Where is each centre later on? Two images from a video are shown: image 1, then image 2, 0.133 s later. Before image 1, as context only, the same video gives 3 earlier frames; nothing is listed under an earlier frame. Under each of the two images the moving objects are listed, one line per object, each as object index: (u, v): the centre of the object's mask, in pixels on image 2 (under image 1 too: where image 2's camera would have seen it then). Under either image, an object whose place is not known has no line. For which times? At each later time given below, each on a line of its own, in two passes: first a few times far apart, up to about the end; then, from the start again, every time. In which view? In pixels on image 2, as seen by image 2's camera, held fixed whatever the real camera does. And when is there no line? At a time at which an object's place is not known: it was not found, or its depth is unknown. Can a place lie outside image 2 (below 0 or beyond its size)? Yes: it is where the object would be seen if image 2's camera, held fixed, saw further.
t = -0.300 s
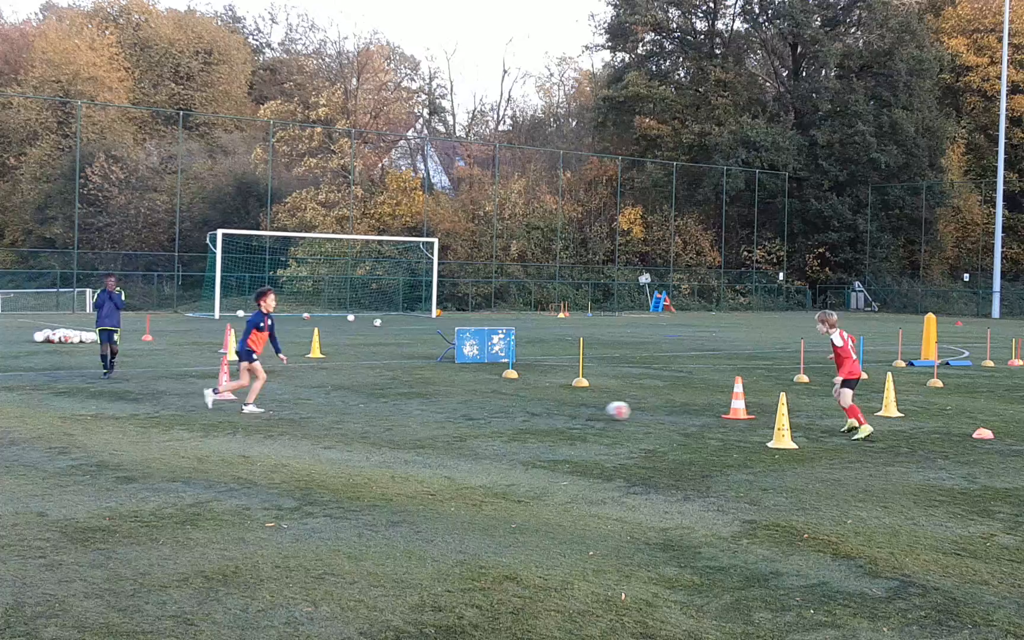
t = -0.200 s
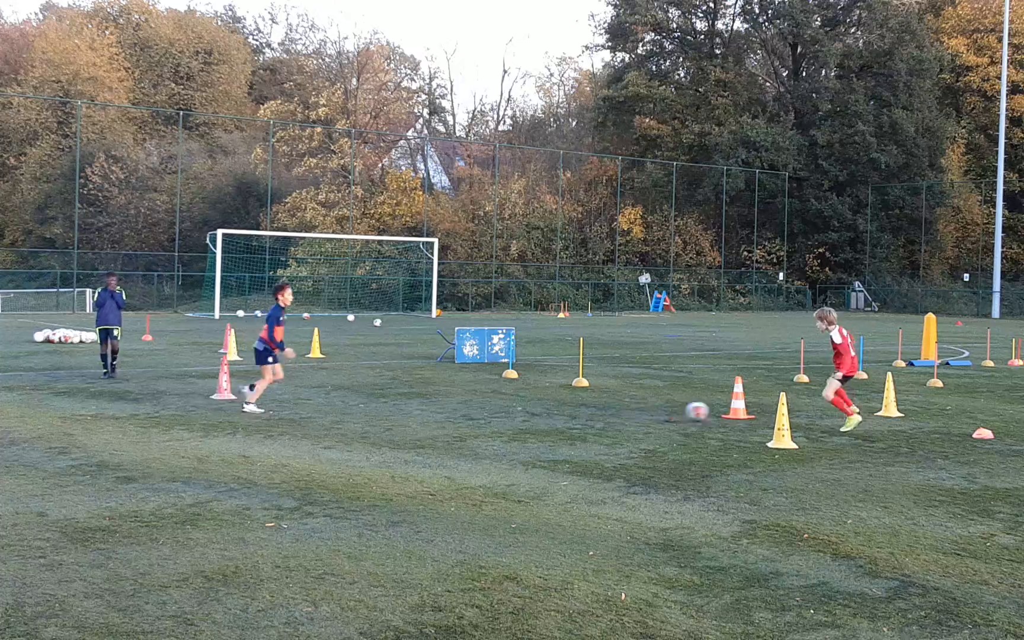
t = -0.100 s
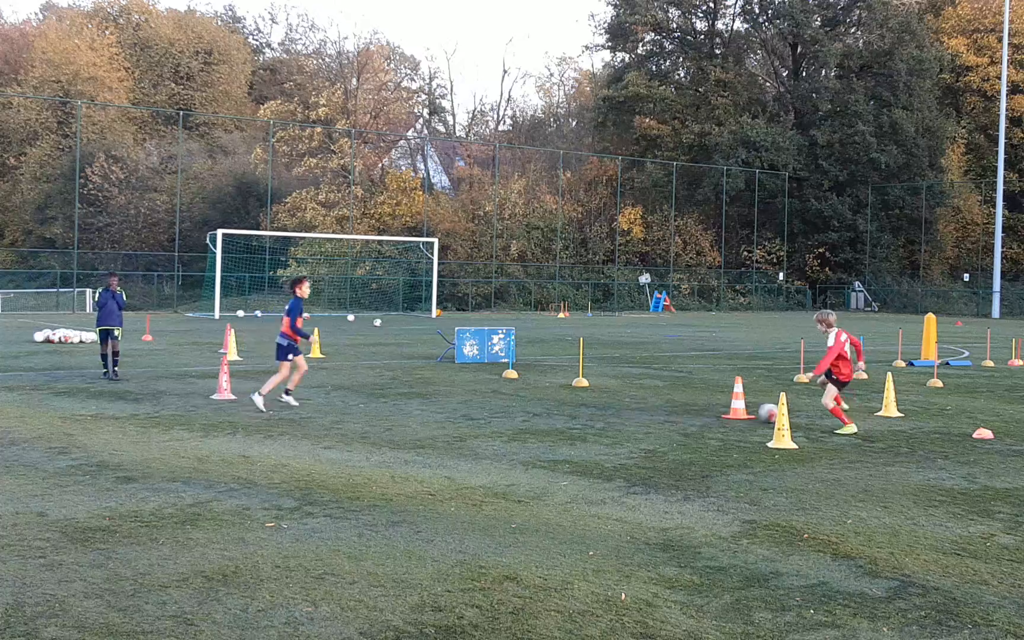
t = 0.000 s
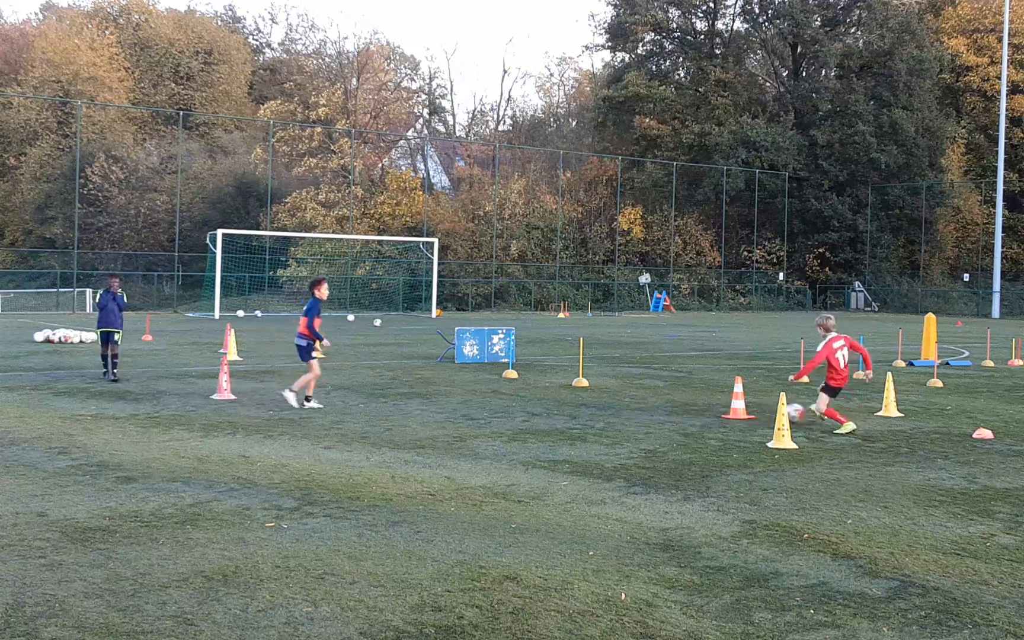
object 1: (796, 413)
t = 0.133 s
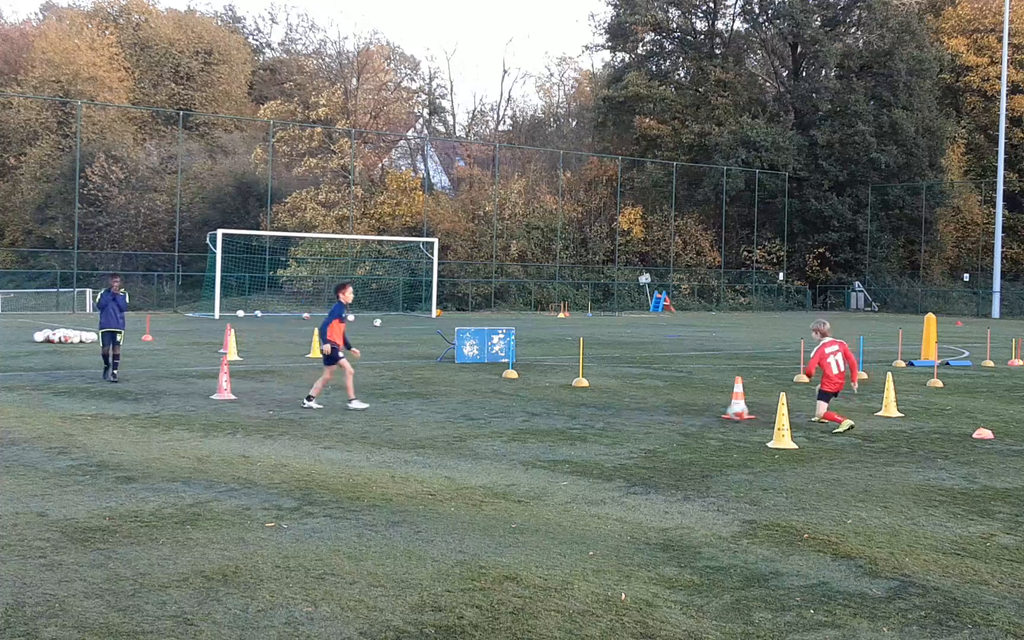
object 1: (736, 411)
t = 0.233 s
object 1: (701, 411)
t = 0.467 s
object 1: (631, 411)
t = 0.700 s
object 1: (574, 411)
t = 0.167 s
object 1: (722, 412)
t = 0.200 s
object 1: (712, 412)
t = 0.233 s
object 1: (701, 411)
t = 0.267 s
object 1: (688, 411)
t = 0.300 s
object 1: (677, 412)
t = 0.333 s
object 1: (667, 412)
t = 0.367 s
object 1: (657, 412)
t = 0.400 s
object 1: (648, 412)
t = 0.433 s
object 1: (639, 412)
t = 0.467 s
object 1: (631, 411)
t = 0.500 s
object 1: (622, 411)
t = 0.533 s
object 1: (614, 411)
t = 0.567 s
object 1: (606, 411)
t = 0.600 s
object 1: (598, 411)
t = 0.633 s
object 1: (590, 411)
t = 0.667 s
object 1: (582, 411)
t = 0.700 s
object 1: (574, 411)
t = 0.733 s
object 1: (566, 410)
